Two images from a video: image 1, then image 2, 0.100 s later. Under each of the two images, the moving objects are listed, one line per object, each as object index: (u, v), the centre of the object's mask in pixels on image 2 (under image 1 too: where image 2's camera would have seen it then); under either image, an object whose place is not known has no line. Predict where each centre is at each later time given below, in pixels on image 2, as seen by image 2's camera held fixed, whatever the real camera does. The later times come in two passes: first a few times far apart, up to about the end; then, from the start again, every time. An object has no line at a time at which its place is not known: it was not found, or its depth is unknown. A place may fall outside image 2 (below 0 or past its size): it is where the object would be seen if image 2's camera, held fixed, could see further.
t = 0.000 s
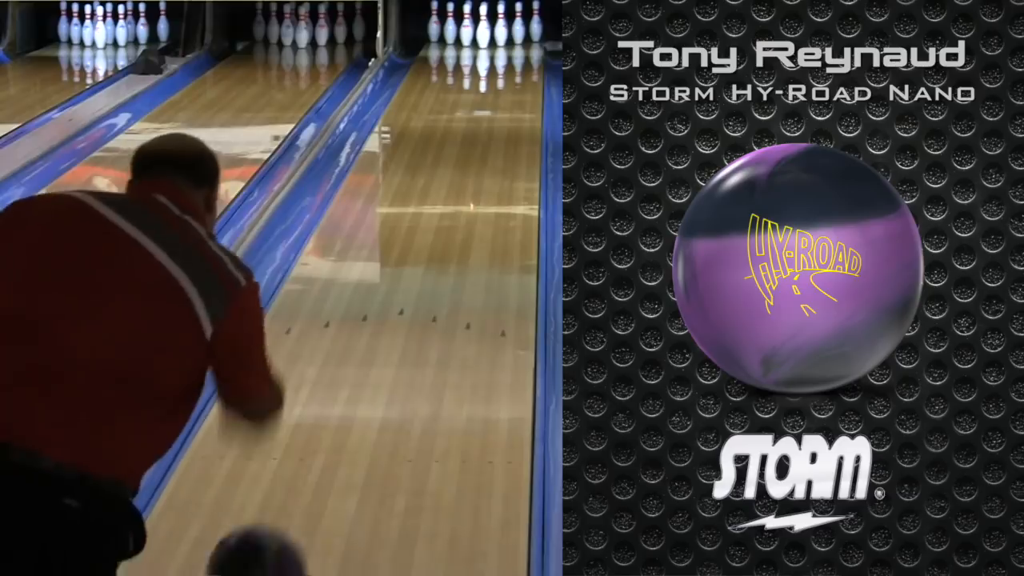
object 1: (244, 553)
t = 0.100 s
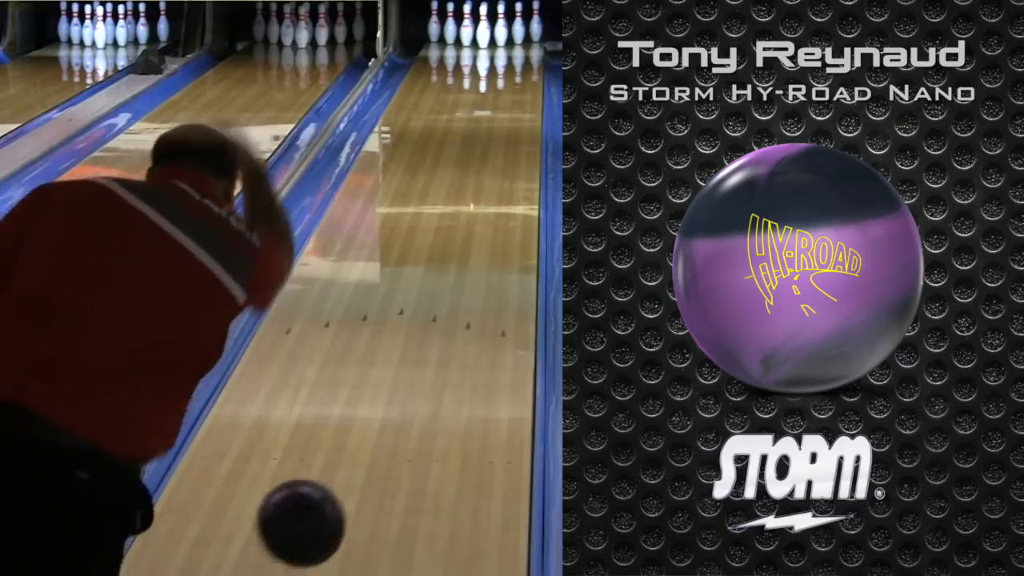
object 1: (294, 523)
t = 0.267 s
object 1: (356, 448)
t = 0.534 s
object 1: (416, 339)
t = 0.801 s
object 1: (452, 256)
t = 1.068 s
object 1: (480, 196)
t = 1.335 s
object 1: (502, 152)
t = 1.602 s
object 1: (514, 117)
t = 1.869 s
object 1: (519, 90)
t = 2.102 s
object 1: (518, 72)
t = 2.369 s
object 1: (508, 55)
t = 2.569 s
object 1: (498, 45)
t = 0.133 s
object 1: (307, 516)
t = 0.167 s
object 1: (319, 514)
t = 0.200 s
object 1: (330, 498)
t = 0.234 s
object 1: (346, 470)
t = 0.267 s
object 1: (356, 448)
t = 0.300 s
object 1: (360, 431)
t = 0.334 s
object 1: (369, 418)
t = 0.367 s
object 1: (380, 409)
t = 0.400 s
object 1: (384, 393)
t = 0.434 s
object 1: (391, 379)
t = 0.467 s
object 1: (398, 365)
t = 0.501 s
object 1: (405, 353)
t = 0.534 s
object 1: (416, 339)
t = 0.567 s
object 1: (422, 327)
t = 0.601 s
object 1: (424, 315)
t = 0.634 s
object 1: (428, 304)
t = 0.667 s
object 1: (433, 293)
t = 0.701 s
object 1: (437, 284)
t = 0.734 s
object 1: (443, 274)
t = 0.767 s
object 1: (448, 265)
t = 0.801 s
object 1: (452, 256)
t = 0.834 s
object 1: (455, 247)
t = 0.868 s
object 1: (459, 239)
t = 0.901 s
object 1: (463, 232)
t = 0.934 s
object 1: (466, 224)
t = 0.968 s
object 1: (470, 217)
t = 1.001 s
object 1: (477, 209)
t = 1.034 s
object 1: (480, 203)
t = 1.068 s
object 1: (480, 196)
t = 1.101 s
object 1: (482, 190)
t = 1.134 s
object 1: (485, 184)
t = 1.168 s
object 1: (490, 179)
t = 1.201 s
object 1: (493, 173)
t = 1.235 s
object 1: (495, 167)
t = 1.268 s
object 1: (498, 162)
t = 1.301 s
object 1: (500, 157)
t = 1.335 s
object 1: (502, 152)
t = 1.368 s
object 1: (503, 147)
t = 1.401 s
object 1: (505, 142)
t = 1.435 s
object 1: (507, 138)
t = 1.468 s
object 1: (508, 133)
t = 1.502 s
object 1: (510, 129)
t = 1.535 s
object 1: (511, 124)
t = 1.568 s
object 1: (513, 121)
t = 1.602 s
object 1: (514, 117)
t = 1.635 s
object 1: (515, 114)
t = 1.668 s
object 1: (516, 110)
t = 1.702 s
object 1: (517, 106)
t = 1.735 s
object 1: (517, 102)
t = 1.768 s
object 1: (518, 99)
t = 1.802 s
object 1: (519, 96)
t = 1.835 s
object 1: (519, 93)
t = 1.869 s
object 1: (519, 90)
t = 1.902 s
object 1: (520, 87)
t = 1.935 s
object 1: (520, 85)
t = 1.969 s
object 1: (519, 82)
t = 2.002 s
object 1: (519, 78)
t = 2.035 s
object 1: (519, 76)
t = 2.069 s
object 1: (519, 74)
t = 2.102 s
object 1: (518, 72)
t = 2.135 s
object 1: (517, 70)
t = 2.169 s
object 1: (517, 67)
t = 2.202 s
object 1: (516, 65)
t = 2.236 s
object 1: (516, 64)
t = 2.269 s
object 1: (514, 62)
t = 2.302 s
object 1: (513, 59)
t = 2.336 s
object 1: (510, 58)
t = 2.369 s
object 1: (508, 55)
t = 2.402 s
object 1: (506, 54)
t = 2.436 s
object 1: (505, 52)
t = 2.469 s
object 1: (503, 50)
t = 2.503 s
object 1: (501, 48)
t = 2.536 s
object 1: (500, 47)
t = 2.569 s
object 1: (498, 45)
